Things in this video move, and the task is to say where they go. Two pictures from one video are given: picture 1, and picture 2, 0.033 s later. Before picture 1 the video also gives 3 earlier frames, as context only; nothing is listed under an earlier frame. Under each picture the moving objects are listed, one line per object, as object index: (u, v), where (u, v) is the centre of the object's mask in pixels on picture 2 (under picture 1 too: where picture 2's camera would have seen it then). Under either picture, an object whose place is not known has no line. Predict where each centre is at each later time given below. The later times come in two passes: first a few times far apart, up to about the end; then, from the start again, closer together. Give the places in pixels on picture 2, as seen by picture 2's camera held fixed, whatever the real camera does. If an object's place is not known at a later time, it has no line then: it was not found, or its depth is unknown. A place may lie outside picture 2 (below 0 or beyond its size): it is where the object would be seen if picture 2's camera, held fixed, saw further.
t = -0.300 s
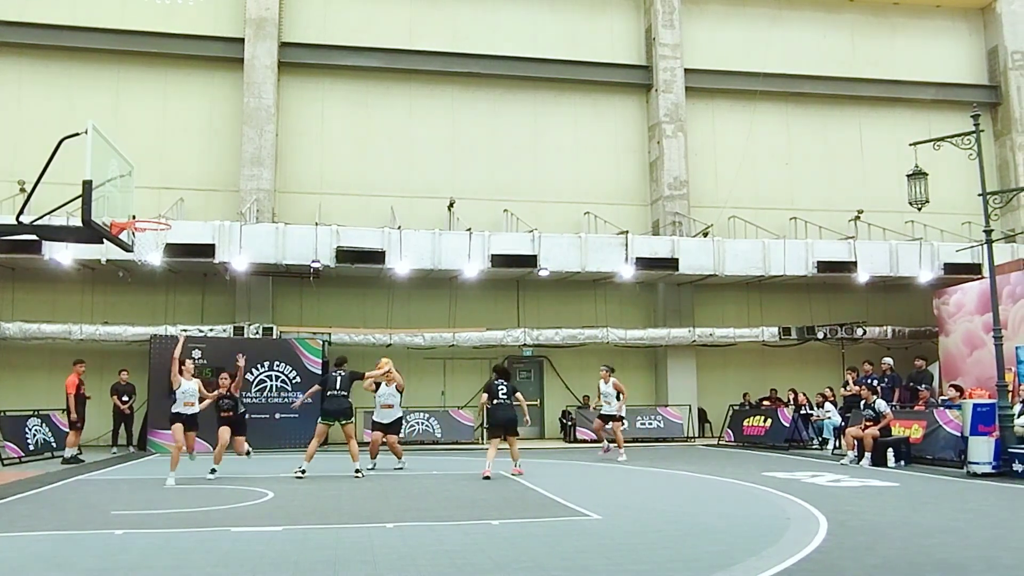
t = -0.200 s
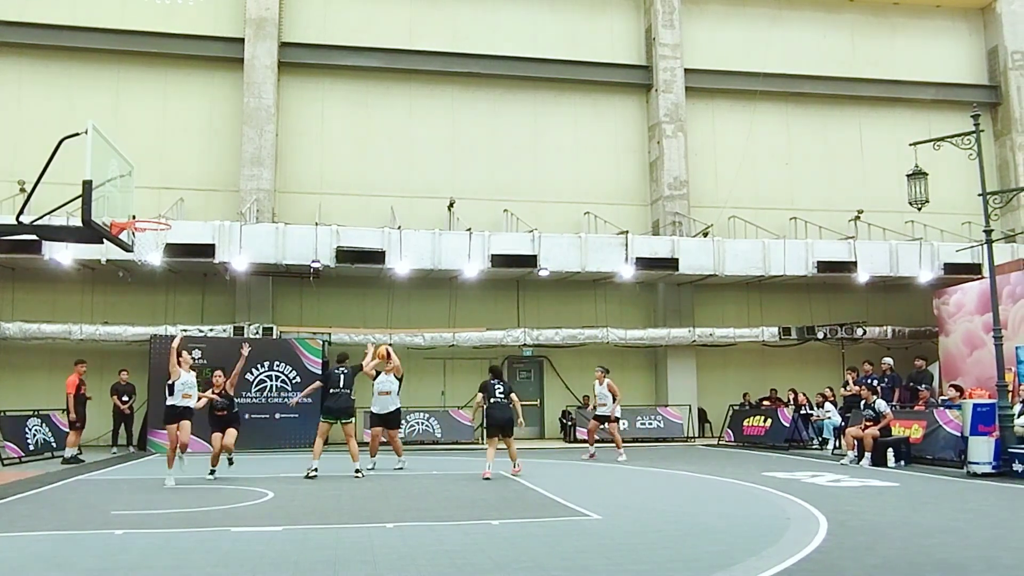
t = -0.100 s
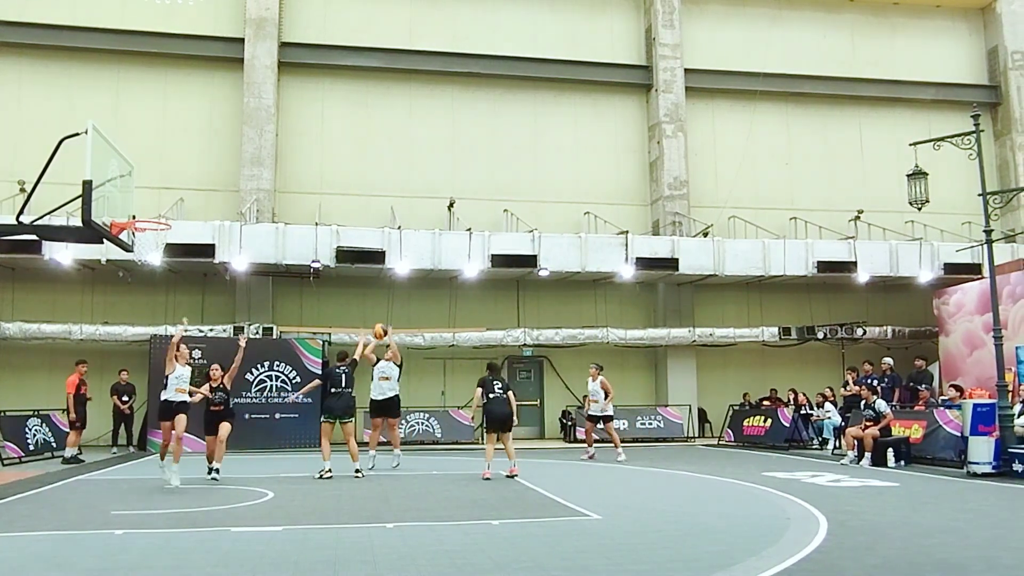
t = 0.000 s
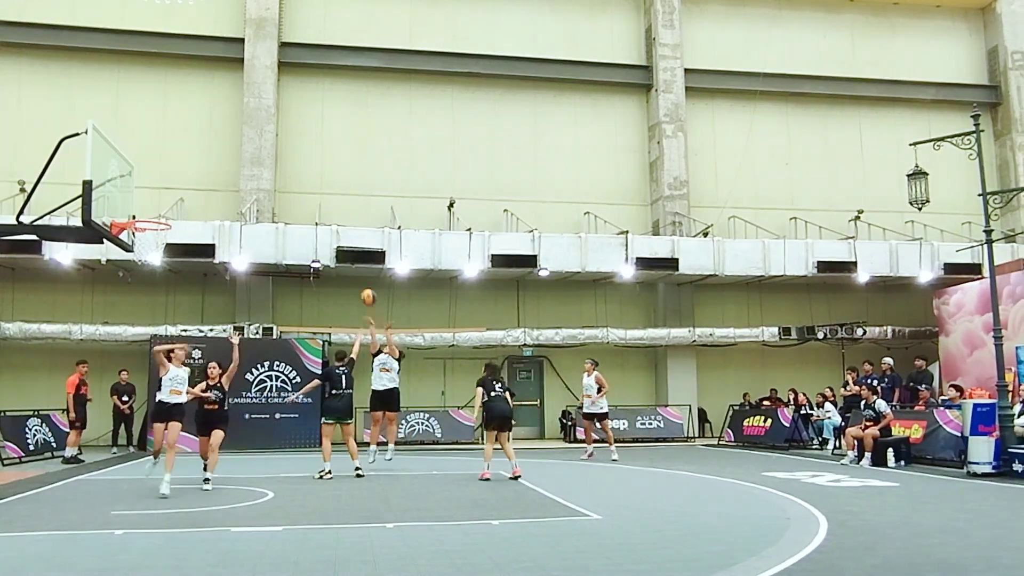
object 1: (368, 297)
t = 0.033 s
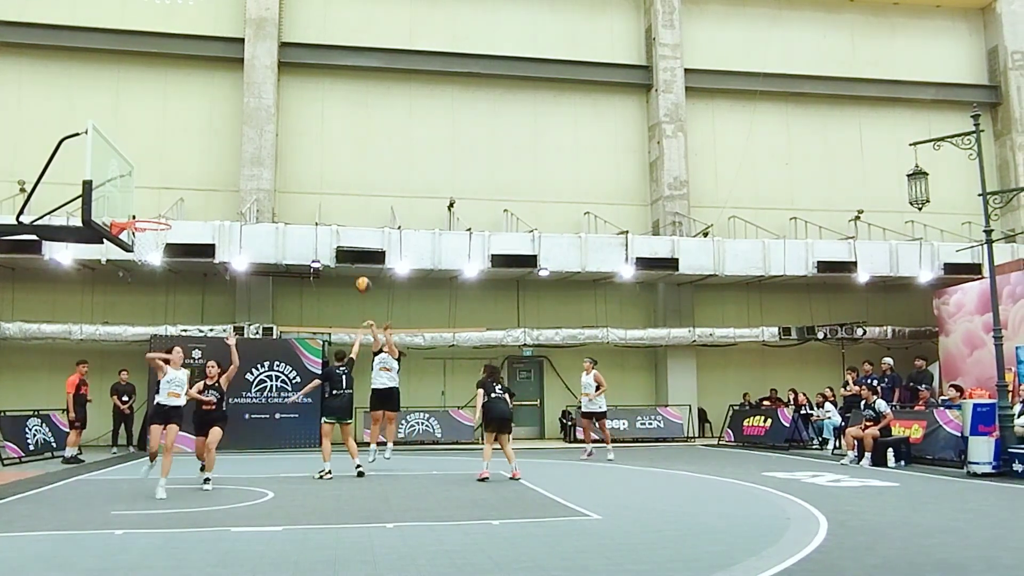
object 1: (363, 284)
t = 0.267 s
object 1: (323, 216)
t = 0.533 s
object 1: (271, 172)
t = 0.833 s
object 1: (200, 180)
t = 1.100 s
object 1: (137, 240)
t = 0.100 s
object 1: (353, 262)
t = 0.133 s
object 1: (347, 254)
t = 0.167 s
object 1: (341, 242)
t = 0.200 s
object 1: (335, 232)
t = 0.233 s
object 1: (330, 224)
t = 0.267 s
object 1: (323, 216)
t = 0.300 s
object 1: (317, 209)
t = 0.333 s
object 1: (311, 201)
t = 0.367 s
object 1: (305, 195)
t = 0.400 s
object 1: (298, 189)
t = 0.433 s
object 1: (292, 183)
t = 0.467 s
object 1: (285, 179)
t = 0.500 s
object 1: (278, 175)
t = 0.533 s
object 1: (271, 172)
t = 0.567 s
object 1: (264, 170)
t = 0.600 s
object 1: (257, 168)
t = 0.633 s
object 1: (249, 167)
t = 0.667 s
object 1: (242, 167)
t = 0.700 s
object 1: (234, 168)
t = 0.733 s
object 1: (226, 170)
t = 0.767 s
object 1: (218, 172)
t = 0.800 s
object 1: (209, 176)
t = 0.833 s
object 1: (200, 180)
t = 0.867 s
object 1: (191, 185)
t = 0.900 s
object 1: (182, 192)
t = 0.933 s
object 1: (173, 198)
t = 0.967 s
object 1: (163, 207)
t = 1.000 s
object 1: (153, 216)
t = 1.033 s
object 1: (146, 226)
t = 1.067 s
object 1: (144, 234)
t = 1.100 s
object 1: (137, 240)
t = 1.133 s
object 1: (136, 242)
